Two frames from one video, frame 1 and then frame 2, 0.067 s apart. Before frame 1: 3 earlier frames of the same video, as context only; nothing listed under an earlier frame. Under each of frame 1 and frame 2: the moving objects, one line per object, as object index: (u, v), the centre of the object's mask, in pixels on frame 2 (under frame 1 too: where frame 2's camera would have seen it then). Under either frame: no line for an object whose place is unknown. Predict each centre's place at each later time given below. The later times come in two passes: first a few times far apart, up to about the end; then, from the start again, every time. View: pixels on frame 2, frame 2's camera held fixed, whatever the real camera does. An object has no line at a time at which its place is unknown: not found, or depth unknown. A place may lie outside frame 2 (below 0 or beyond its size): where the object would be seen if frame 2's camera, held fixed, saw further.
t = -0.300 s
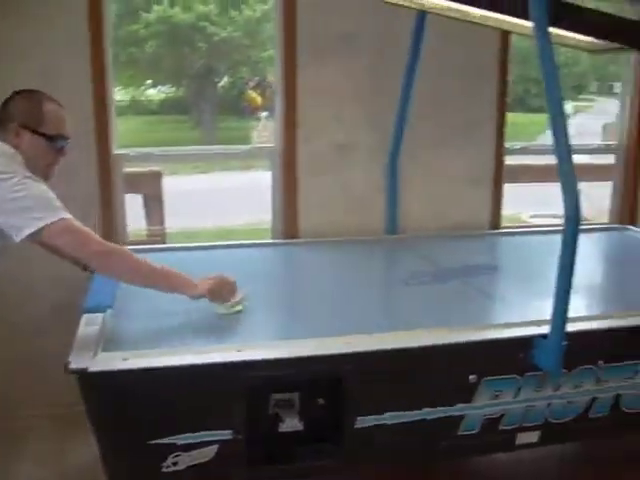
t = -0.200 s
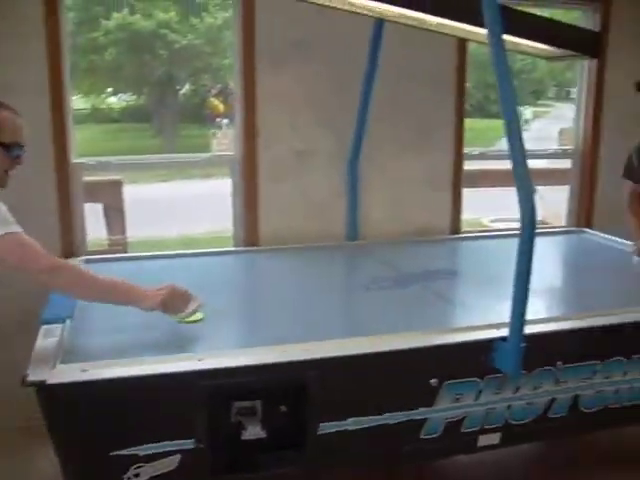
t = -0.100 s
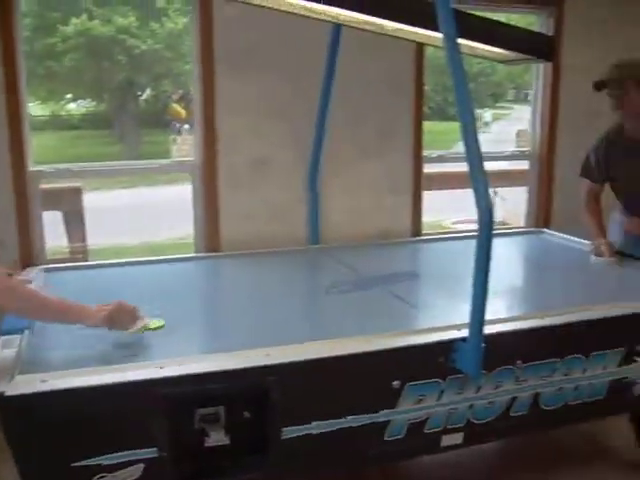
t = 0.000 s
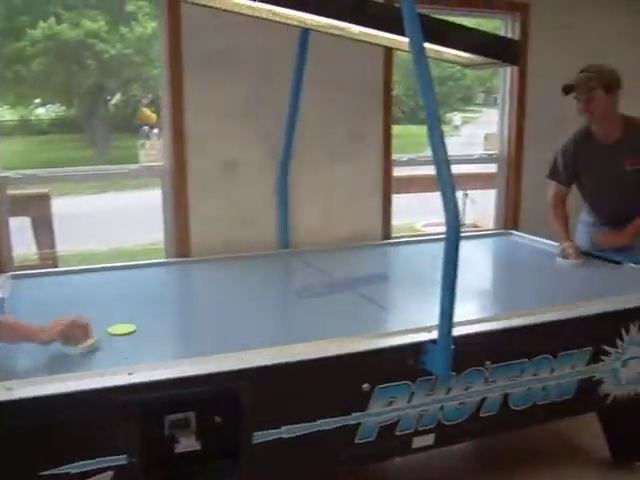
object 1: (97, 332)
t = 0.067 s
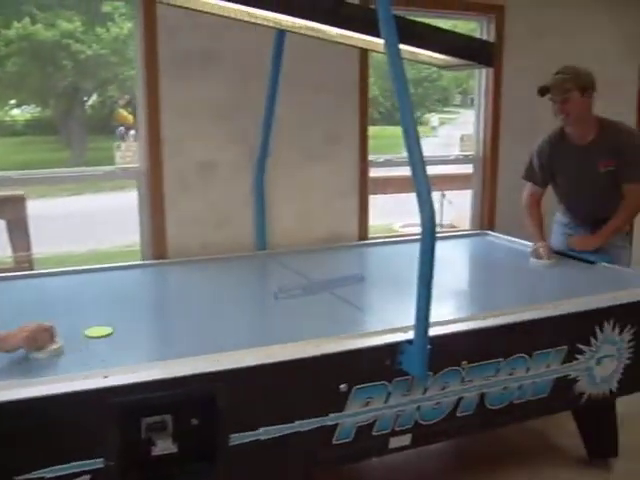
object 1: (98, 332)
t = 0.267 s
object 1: (100, 331)
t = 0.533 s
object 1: (105, 329)
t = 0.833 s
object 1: (110, 328)
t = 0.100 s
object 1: (97, 332)
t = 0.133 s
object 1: (98, 332)
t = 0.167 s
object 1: (99, 331)
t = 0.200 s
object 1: (99, 331)
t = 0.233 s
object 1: (100, 331)
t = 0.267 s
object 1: (100, 331)
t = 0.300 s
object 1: (101, 331)
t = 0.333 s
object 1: (101, 330)
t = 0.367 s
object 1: (102, 330)
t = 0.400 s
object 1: (103, 330)
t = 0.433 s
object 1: (103, 330)
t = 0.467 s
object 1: (103, 330)
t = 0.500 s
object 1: (104, 330)
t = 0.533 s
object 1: (105, 329)
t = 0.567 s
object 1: (106, 329)
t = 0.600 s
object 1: (106, 329)
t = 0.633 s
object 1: (107, 329)
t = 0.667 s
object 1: (108, 328)
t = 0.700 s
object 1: (108, 329)
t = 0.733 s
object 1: (109, 328)
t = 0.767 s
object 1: (109, 328)
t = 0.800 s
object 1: (110, 328)
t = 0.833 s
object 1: (110, 328)
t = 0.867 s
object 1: (110, 328)
